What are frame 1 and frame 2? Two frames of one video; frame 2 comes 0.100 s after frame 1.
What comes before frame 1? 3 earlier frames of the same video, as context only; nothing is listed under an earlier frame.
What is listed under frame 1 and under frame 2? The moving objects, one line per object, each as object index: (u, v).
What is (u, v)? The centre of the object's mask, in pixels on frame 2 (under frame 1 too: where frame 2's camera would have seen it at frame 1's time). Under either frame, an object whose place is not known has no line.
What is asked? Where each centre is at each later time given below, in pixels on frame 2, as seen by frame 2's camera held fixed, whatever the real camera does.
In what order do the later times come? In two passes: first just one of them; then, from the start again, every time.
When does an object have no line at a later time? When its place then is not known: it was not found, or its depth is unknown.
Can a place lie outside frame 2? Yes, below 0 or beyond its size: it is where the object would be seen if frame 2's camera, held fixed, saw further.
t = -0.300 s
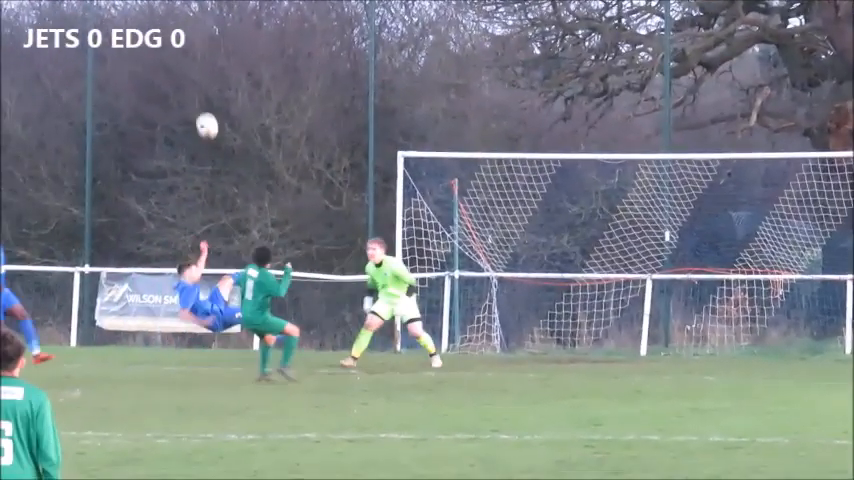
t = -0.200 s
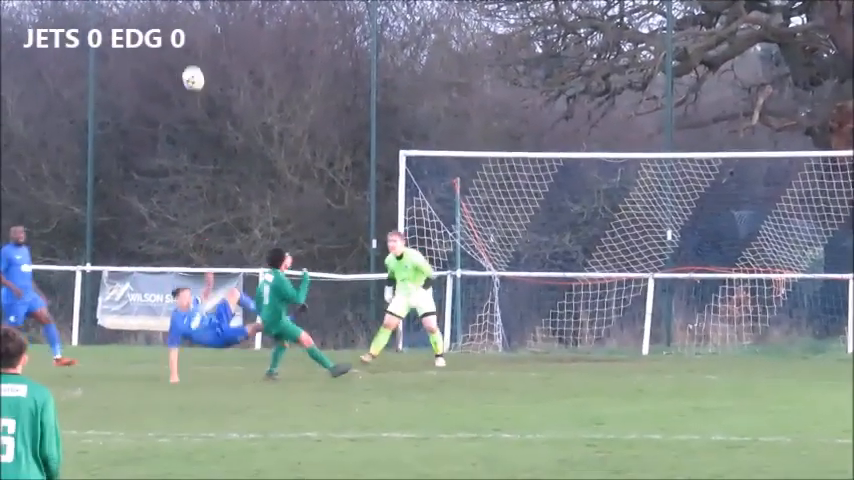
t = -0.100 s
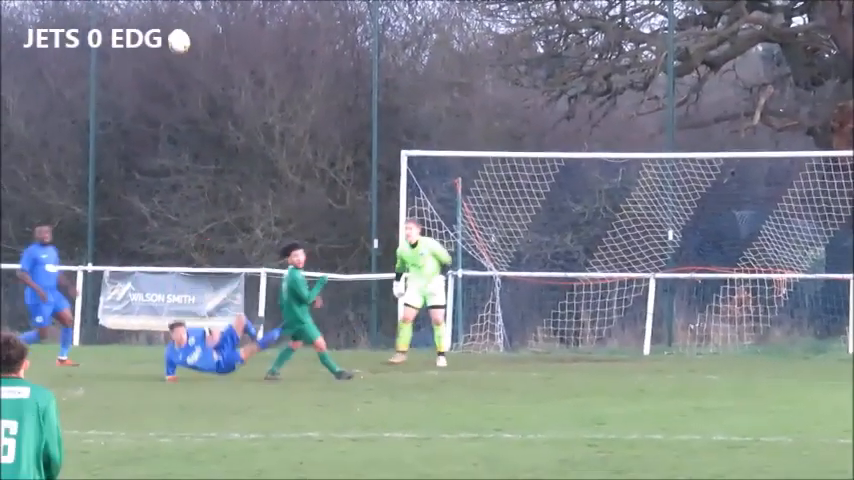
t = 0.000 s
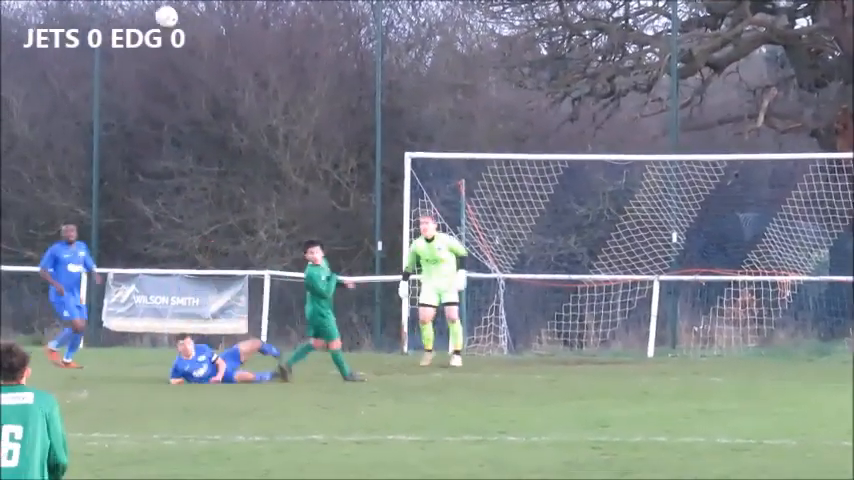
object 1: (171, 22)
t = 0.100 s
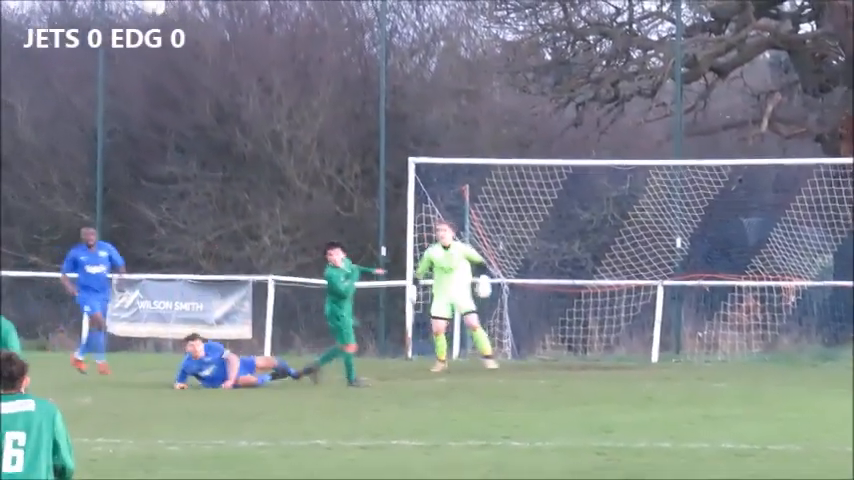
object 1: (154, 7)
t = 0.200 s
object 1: (136, -1)
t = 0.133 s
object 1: (148, 4)
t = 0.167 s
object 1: (145, 1)
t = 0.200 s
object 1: (136, -1)
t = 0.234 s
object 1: (131, -3)
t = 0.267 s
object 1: (125, -4)
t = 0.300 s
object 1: (120, -2)
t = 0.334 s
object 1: (112, 3)
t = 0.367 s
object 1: (108, 8)
